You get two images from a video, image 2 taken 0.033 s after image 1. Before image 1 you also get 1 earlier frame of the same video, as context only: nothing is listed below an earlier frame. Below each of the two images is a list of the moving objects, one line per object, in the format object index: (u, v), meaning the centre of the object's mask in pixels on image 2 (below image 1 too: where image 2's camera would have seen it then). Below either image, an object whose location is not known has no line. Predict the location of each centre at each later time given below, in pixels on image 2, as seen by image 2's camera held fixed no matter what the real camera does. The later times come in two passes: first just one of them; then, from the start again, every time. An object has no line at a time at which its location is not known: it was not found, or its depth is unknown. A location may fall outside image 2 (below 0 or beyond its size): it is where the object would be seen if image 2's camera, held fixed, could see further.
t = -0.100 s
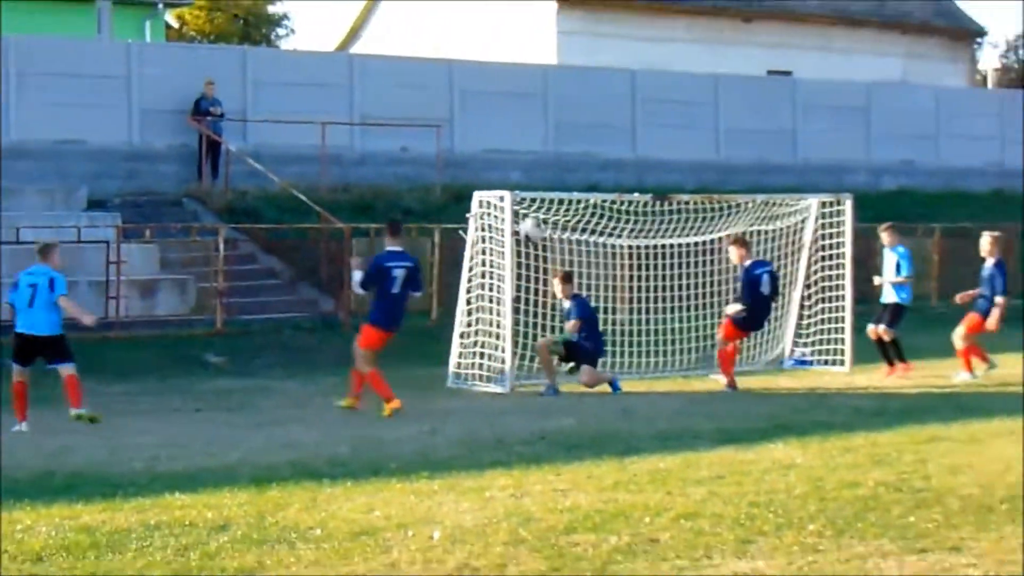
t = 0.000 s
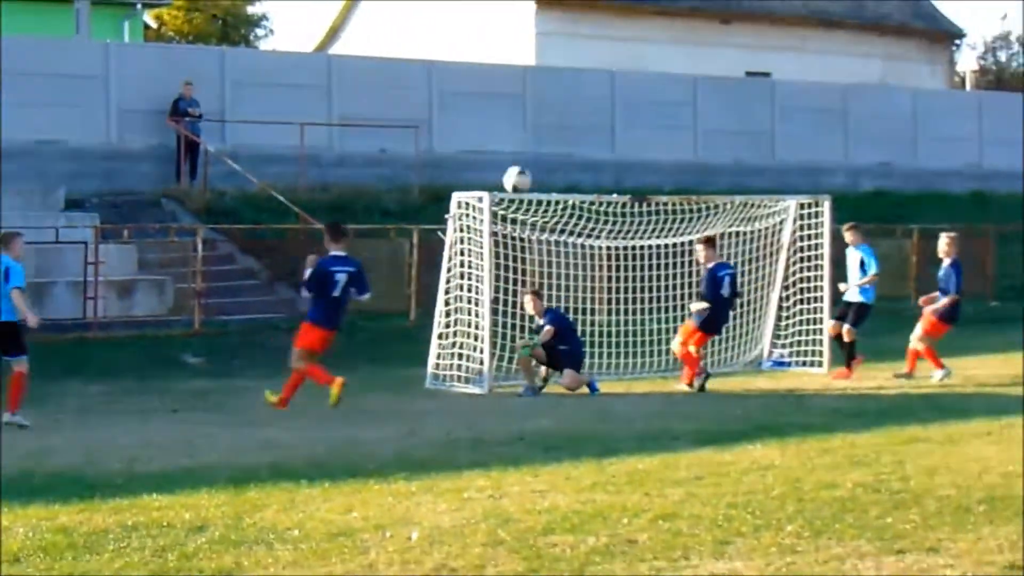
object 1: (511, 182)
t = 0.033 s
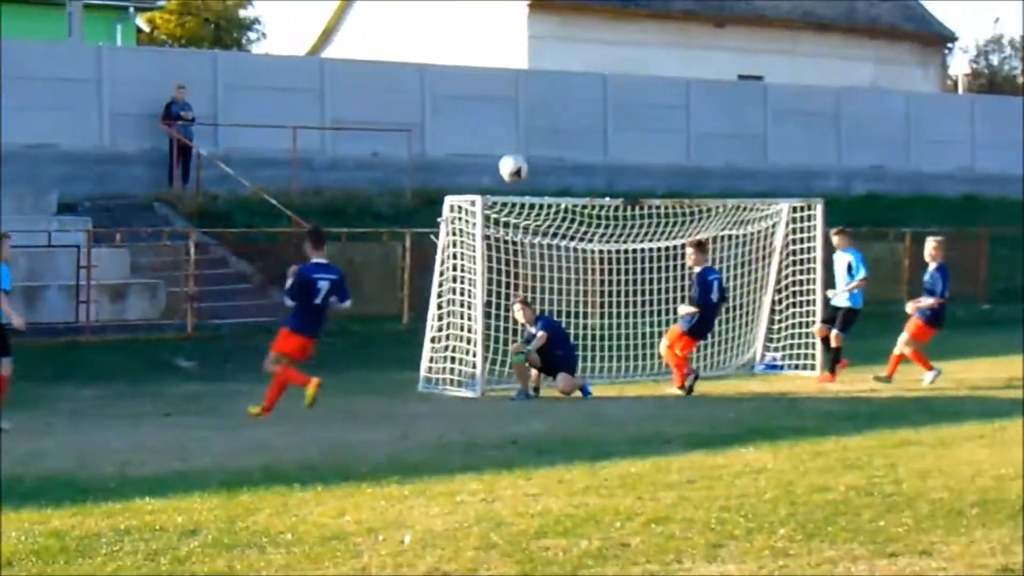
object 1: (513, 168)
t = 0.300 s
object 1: (549, 74)
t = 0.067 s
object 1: (515, 152)
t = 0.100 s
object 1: (519, 136)
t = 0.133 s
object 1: (525, 123)
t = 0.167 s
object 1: (528, 112)
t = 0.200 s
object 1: (533, 100)
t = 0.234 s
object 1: (538, 90)
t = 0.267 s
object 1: (543, 81)
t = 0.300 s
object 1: (549, 74)
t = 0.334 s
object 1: (553, 70)
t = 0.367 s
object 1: (561, 66)
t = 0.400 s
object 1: (569, 63)
